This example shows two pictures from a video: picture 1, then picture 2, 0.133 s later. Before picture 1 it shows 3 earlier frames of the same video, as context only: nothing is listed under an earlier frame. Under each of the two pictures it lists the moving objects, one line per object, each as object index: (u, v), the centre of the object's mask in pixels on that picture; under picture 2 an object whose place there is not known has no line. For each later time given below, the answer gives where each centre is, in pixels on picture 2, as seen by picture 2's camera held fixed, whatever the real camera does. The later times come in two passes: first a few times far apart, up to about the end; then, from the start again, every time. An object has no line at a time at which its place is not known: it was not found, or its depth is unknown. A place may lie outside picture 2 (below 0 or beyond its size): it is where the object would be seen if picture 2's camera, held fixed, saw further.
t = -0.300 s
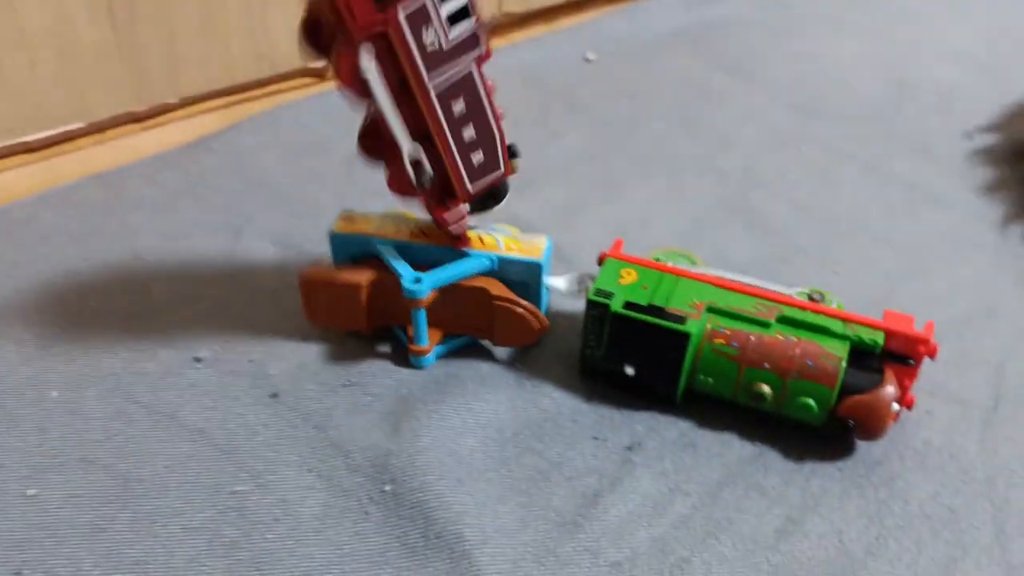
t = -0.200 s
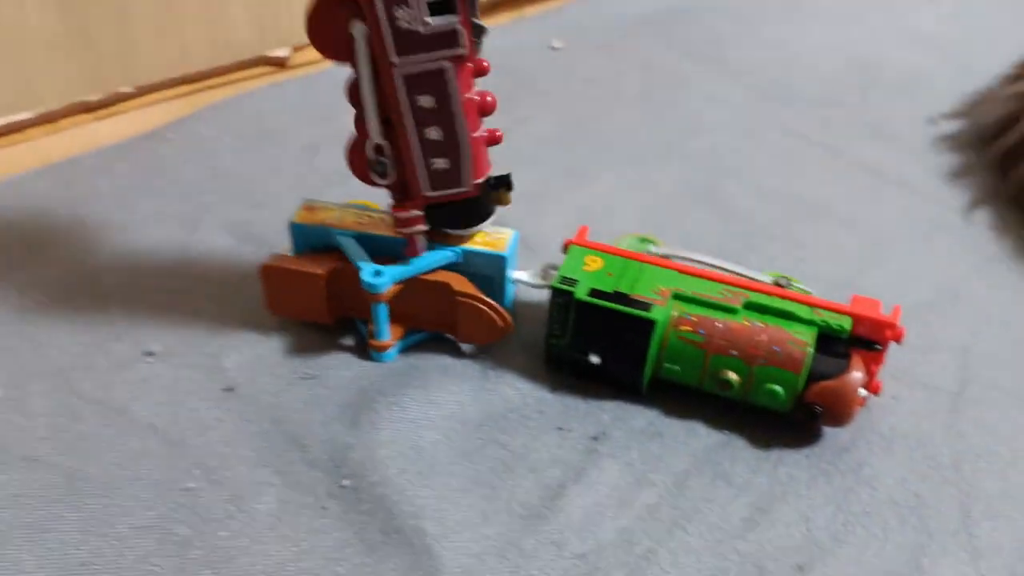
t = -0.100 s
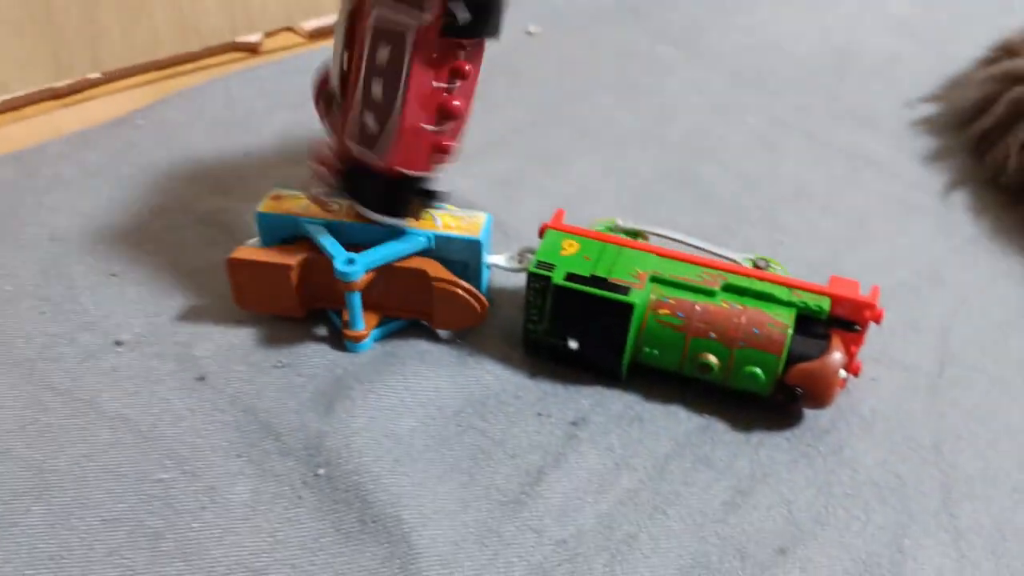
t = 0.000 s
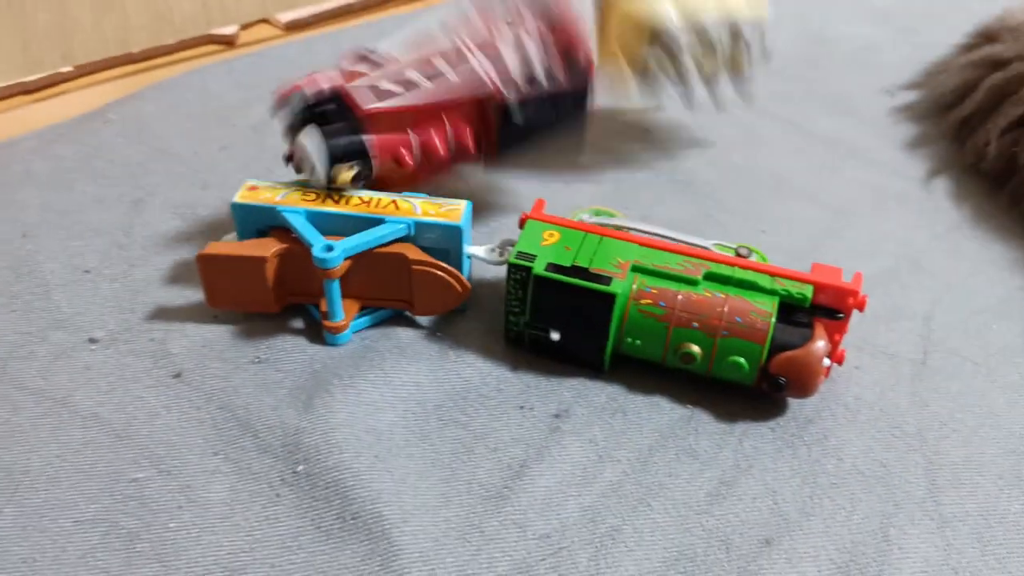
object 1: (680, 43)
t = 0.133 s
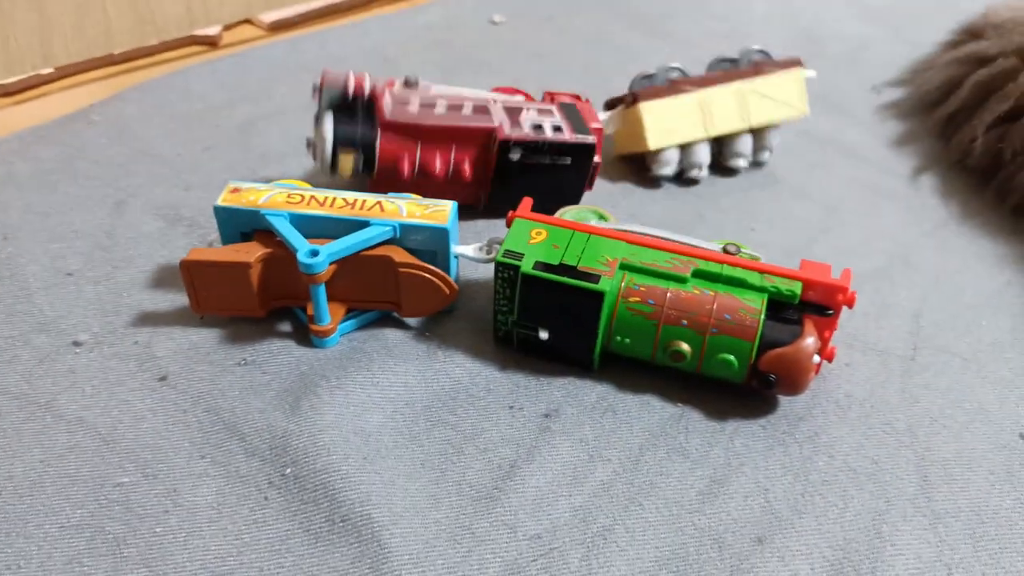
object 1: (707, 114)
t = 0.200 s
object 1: (710, 115)
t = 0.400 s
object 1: (700, 114)
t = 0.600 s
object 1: (701, 114)
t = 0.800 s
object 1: (701, 114)
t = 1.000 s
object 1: (701, 114)
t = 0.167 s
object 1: (710, 119)
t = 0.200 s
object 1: (710, 115)
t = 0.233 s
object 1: (708, 113)
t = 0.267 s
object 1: (704, 115)
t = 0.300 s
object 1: (701, 113)
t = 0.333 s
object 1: (700, 112)
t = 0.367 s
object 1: (700, 113)
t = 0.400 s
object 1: (700, 114)
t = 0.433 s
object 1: (701, 114)
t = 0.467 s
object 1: (700, 114)
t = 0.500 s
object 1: (700, 114)
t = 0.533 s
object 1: (700, 113)
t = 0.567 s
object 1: (700, 113)
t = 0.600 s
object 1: (701, 114)
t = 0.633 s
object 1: (701, 114)
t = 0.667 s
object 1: (701, 113)
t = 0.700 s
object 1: (701, 114)
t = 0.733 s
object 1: (701, 114)
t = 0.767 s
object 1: (701, 114)
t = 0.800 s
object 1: (701, 114)
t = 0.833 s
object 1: (701, 114)
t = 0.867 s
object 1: (701, 114)
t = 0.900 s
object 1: (701, 114)
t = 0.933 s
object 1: (700, 114)
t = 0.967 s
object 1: (701, 114)
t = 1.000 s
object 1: (701, 114)
